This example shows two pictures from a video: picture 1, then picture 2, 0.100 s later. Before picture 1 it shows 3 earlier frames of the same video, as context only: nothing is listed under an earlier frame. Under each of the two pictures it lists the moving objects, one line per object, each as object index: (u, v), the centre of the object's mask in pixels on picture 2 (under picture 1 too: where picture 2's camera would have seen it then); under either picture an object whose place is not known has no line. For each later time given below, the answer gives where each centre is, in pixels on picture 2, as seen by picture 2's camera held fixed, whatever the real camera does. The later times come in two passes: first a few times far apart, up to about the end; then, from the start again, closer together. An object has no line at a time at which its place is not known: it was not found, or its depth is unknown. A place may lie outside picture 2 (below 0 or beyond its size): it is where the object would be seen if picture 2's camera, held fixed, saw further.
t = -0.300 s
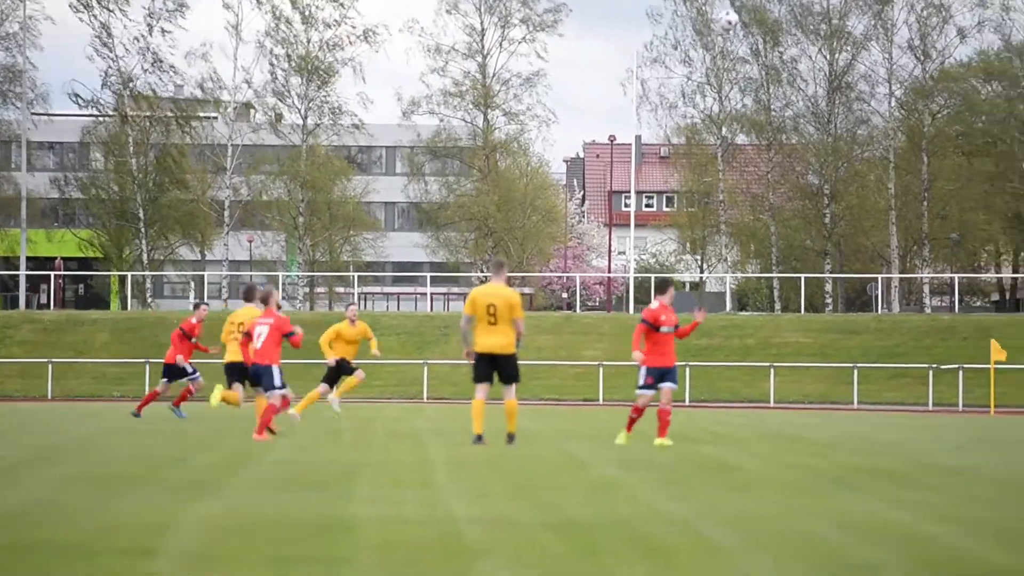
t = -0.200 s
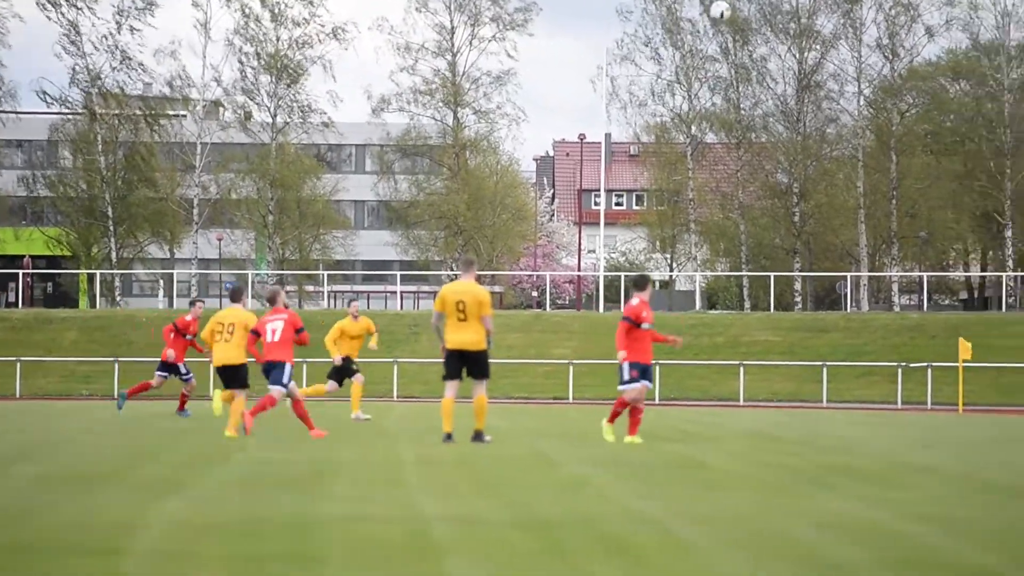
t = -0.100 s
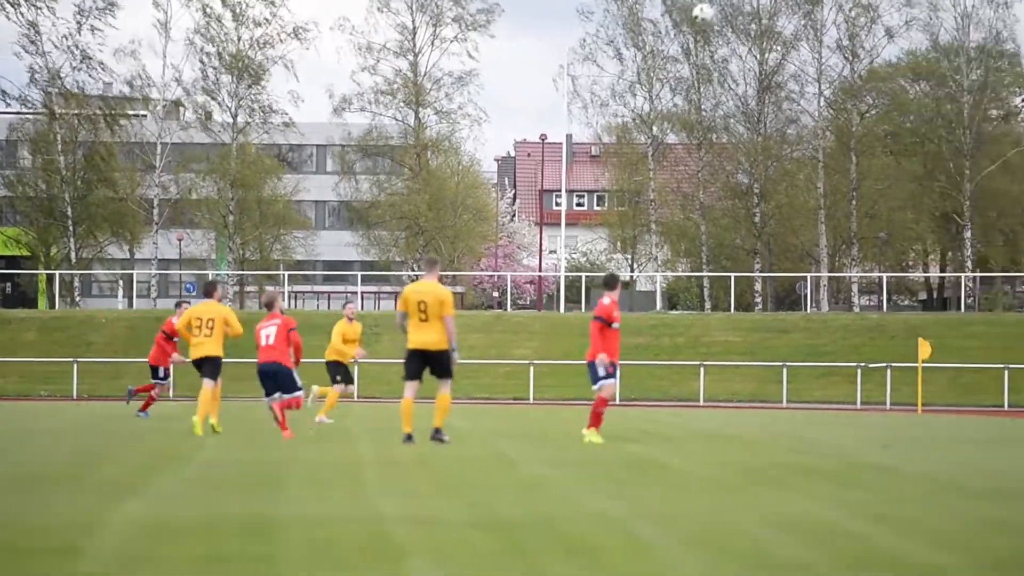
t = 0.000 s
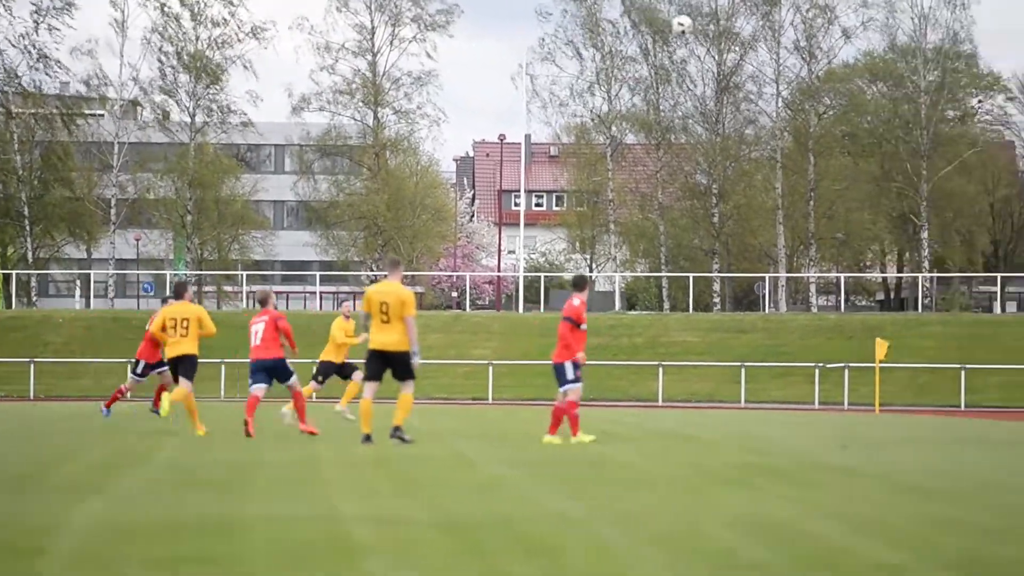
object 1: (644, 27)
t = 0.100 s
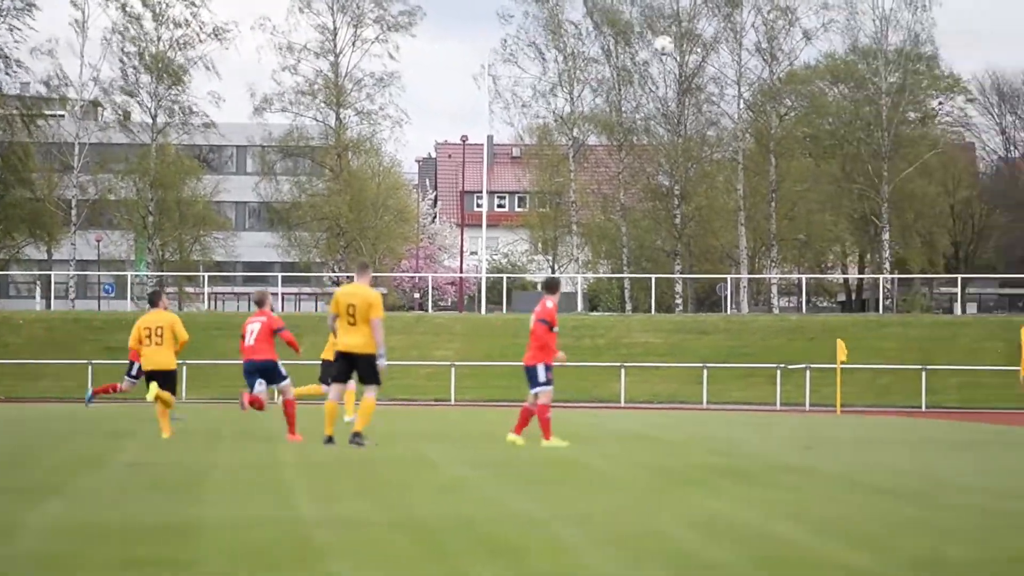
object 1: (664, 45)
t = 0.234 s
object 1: (689, 83)
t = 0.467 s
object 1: (732, 180)
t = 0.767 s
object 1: (781, 358)
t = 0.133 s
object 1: (670, 53)
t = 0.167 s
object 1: (677, 62)
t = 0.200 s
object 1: (683, 73)
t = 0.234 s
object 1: (689, 83)
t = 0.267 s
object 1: (695, 94)
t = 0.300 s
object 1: (702, 107)
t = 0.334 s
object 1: (708, 120)
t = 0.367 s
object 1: (714, 134)
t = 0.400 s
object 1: (720, 148)
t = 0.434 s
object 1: (726, 164)
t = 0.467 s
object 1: (732, 180)
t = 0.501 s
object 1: (738, 196)
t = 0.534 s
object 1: (743, 214)
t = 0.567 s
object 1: (749, 233)
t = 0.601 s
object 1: (755, 252)
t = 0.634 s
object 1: (760, 272)
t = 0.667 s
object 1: (765, 293)
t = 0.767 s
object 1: (781, 358)
